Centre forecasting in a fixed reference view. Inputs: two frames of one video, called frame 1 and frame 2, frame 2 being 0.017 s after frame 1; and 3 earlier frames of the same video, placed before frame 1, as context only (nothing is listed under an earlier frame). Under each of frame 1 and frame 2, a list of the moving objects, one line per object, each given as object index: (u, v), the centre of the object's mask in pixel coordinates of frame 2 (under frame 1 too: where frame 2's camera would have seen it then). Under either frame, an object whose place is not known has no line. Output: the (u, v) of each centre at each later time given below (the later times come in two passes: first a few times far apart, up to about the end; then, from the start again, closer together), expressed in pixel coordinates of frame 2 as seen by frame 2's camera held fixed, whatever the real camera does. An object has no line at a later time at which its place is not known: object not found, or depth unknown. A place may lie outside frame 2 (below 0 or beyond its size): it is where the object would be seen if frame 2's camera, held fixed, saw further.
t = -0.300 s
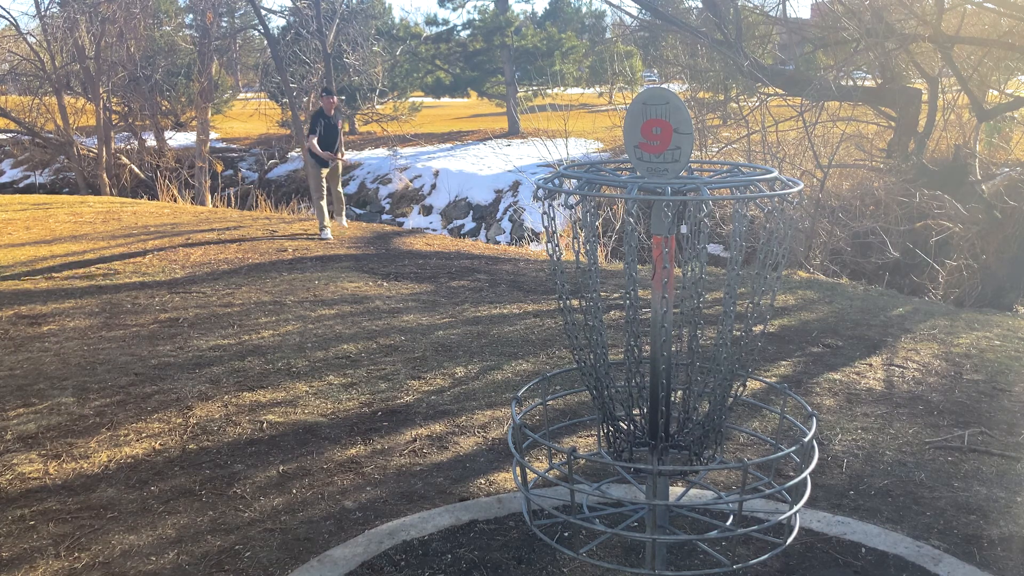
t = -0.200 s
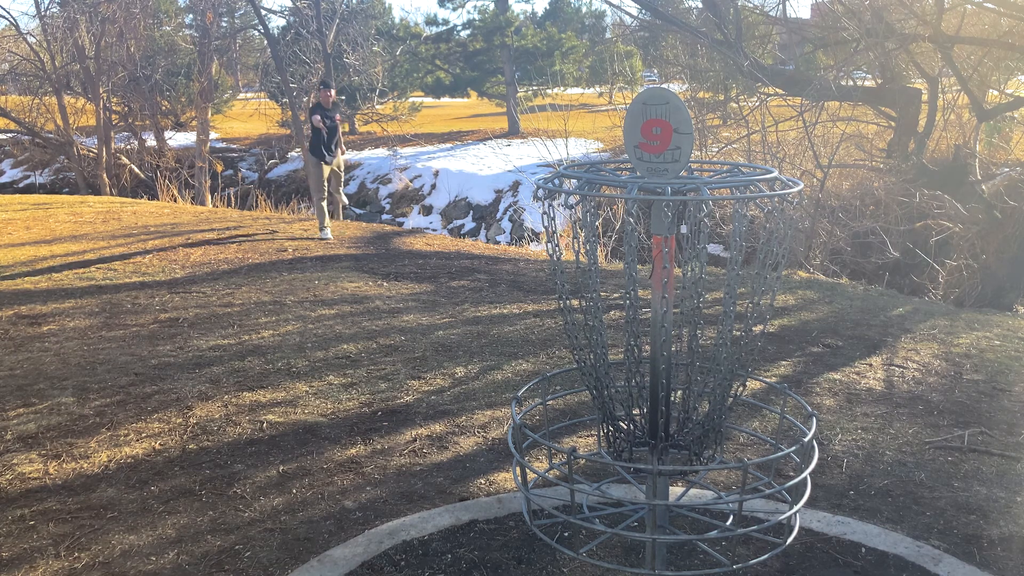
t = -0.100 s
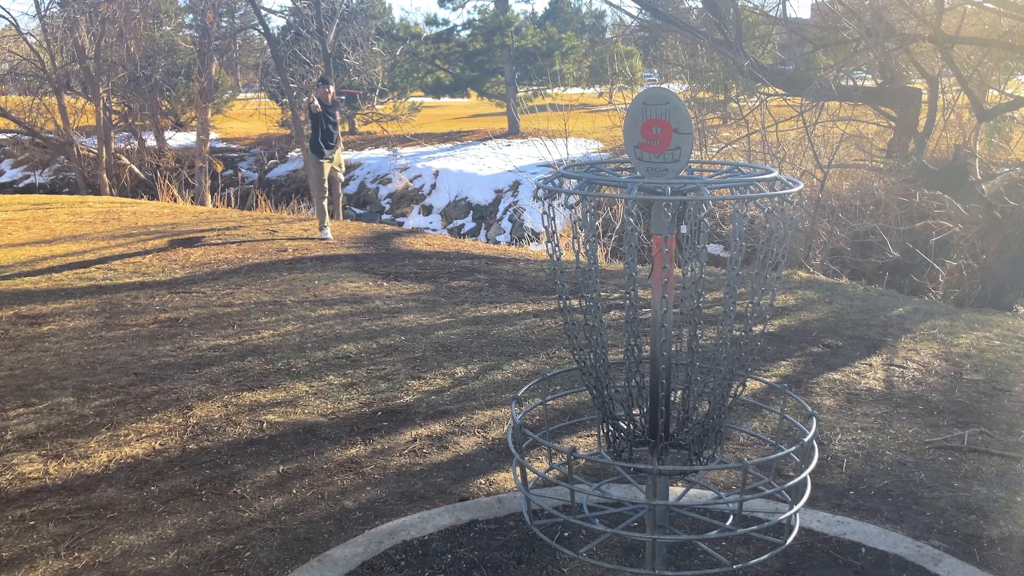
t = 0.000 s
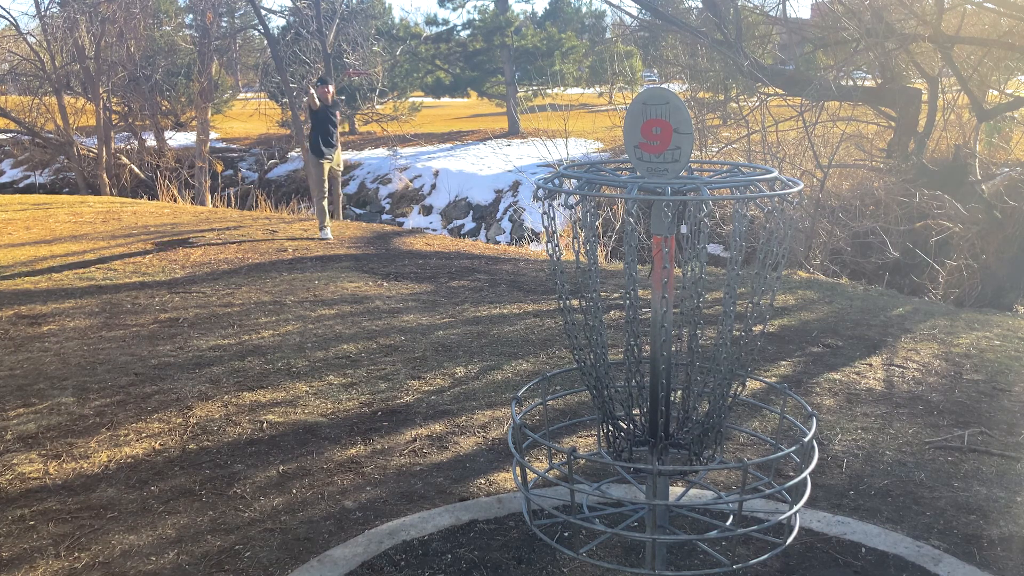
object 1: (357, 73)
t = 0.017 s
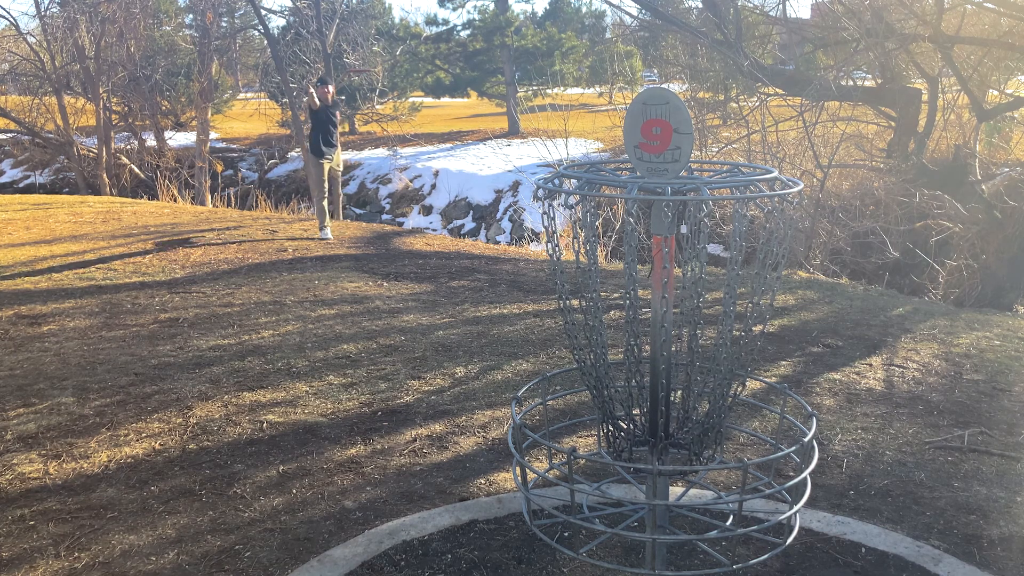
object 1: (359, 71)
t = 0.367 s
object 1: (426, 115)
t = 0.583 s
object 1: (554, 321)
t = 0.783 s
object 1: (593, 426)
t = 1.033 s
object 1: (605, 506)
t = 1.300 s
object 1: (615, 529)
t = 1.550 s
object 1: (614, 529)
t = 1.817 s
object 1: (615, 529)
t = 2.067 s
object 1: (615, 529)
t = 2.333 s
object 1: (616, 530)
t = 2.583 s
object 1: (616, 530)
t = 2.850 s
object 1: (616, 530)
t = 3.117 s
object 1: (616, 530)
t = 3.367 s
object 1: (616, 530)
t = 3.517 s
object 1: (616, 530)
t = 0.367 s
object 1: (426, 115)
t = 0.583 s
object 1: (554, 321)
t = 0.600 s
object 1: (556, 342)
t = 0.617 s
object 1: (571, 359)
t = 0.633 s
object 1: (575, 372)
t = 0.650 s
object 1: (578, 378)
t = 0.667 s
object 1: (582, 385)
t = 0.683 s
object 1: (576, 394)
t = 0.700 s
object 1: (579, 398)
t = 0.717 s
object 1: (582, 402)
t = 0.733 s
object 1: (586, 407)
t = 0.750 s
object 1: (588, 414)
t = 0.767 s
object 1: (591, 420)
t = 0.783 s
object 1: (593, 426)
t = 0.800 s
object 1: (595, 442)
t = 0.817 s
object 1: (596, 452)
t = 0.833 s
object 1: (591, 477)
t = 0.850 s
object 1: (591, 490)
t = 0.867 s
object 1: (589, 500)
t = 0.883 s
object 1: (586, 496)
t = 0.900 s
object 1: (588, 491)
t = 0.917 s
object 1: (590, 492)
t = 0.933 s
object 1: (592, 489)
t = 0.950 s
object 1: (597, 488)
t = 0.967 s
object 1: (598, 489)
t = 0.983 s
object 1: (599, 491)
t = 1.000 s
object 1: (606, 497)
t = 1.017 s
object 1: (608, 502)
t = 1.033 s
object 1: (605, 506)
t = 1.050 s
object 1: (612, 513)
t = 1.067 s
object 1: (613, 519)
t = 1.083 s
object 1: (613, 526)
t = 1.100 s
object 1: (612, 531)
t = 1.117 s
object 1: (615, 529)
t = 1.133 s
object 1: (615, 528)
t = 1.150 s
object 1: (615, 528)
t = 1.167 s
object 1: (615, 529)
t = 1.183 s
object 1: (614, 529)
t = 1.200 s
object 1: (616, 529)
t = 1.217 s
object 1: (614, 529)
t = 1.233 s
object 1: (614, 529)
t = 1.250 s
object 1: (616, 529)
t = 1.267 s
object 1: (616, 529)
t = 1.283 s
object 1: (615, 529)
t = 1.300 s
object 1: (615, 529)
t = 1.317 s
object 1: (615, 529)
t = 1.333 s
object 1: (616, 529)
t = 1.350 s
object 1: (615, 529)
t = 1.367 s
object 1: (615, 529)
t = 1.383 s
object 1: (615, 529)
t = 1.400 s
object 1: (616, 529)
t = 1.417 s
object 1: (616, 529)
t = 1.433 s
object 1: (616, 529)
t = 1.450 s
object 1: (614, 529)
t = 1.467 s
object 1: (616, 529)
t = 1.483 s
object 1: (616, 529)
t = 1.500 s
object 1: (616, 529)
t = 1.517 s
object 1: (616, 529)
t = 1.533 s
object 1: (616, 529)
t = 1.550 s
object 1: (614, 529)
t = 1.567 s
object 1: (615, 529)
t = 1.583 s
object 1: (616, 529)
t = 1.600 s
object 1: (614, 529)
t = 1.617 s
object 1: (616, 529)
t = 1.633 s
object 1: (615, 529)
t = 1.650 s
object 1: (615, 529)
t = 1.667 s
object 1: (615, 529)
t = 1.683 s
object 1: (614, 529)
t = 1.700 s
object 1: (615, 529)
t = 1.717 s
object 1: (614, 529)
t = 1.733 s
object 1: (615, 529)
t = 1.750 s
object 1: (615, 529)
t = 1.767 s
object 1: (615, 529)
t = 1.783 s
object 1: (616, 529)
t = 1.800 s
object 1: (616, 529)
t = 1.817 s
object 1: (615, 529)
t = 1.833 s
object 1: (615, 529)
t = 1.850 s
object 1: (615, 529)
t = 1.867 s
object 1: (615, 529)
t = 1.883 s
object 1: (615, 529)
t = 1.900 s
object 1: (615, 529)
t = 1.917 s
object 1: (615, 530)
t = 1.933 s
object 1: (615, 529)
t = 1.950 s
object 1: (615, 530)
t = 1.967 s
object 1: (616, 529)
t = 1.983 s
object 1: (615, 530)
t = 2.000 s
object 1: (616, 529)
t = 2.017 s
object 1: (615, 529)
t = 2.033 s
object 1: (616, 529)
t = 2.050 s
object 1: (616, 529)
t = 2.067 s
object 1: (615, 529)
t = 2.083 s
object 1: (615, 529)
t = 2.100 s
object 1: (615, 529)
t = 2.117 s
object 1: (615, 529)
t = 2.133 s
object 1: (616, 529)
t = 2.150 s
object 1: (616, 529)
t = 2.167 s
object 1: (615, 529)
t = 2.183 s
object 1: (616, 529)
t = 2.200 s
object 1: (615, 529)
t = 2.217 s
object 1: (614, 530)
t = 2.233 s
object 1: (616, 530)
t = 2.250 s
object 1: (615, 530)
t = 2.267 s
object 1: (616, 530)
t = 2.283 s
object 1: (616, 530)
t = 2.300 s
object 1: (616, 530)
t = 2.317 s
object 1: (615, 530)
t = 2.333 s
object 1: (616, 530)
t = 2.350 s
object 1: (615, 530)
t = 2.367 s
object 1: (616, 530)
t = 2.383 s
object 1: (615, 530)
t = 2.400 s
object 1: (616, 530)
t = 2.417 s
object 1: (614, 530)
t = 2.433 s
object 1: (616, 530)
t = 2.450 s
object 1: (616, 530)
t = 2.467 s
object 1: (616, 530)
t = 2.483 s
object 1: (616, 530)
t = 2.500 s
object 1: (616, 530)
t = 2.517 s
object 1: (616, 530)
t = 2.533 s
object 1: (616, 530)
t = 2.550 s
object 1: (616, 530)
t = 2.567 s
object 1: (616, 530)
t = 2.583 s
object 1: (616, 530)
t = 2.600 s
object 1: (616, 530)
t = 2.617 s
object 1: (616, 530)
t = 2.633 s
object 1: (616, 530)
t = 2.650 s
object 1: (616, 530)
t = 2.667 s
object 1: (616, 530)
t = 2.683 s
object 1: (616, 530)
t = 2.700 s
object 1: (616, 530)
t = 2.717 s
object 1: (616, 530)
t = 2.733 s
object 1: (616, 530)
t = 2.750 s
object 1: (616, 530)
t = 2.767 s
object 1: (616, 530)
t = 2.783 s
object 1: (616, 530)
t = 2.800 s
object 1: (616, 530)
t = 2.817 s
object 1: (616, 530)
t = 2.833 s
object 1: (616, 530)
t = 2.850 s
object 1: (616, 530)
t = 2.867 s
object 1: (616, 530)
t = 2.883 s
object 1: (616, 530)
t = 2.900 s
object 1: (616, 530)
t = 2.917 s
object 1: (616, 529)
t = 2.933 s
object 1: (616, 530)
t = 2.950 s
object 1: (615, 530)
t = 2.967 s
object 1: (616, 530)
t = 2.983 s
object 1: (616, 530)
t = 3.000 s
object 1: (616, 530)
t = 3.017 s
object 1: (616, 530)
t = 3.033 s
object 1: (616, 530)
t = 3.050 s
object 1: (616, 530)
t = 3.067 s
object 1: (616, 530)
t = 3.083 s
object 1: (616, 530)
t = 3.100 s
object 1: (616, 530)
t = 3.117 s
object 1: (616, 530)
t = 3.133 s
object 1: (616, 530)
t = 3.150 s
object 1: (616, 530)
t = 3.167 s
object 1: (616, 530)
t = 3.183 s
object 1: (616, 530)
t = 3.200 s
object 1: (616, 530)
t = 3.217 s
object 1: (616, 530)
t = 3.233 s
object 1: (616, 530)
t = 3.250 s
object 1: (616, 530)
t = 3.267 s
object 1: (616, 530)
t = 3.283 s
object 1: (616, 530)
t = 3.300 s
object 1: (615, 530)
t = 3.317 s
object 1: (616, 530)
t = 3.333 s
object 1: (616, 530)
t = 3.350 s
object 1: (616, 529)
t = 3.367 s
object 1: (616, 530)
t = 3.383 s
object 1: (615, 530)
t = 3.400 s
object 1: (616, 530)
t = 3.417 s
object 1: (616, 530)
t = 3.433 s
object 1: (616, 530)
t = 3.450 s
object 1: (616, 530)
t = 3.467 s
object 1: (616, 530)
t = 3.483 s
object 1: (616, 530)
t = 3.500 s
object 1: (616, 530)
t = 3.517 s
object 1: (616, 530)
